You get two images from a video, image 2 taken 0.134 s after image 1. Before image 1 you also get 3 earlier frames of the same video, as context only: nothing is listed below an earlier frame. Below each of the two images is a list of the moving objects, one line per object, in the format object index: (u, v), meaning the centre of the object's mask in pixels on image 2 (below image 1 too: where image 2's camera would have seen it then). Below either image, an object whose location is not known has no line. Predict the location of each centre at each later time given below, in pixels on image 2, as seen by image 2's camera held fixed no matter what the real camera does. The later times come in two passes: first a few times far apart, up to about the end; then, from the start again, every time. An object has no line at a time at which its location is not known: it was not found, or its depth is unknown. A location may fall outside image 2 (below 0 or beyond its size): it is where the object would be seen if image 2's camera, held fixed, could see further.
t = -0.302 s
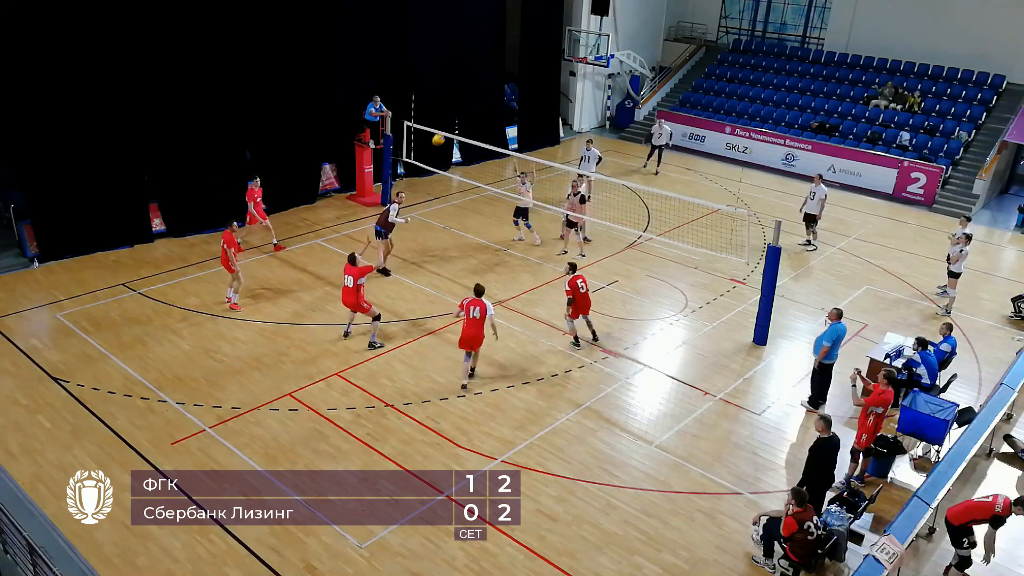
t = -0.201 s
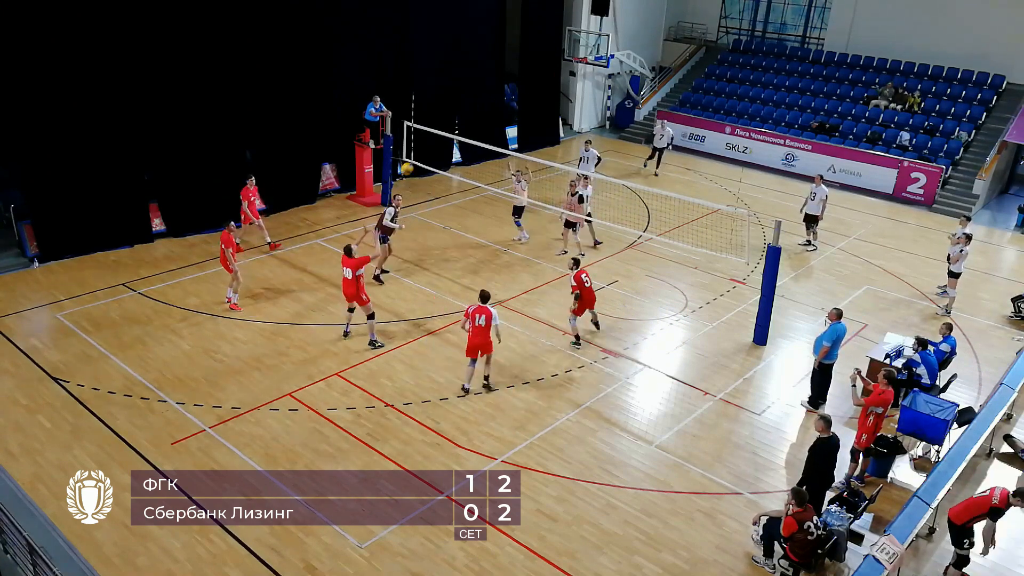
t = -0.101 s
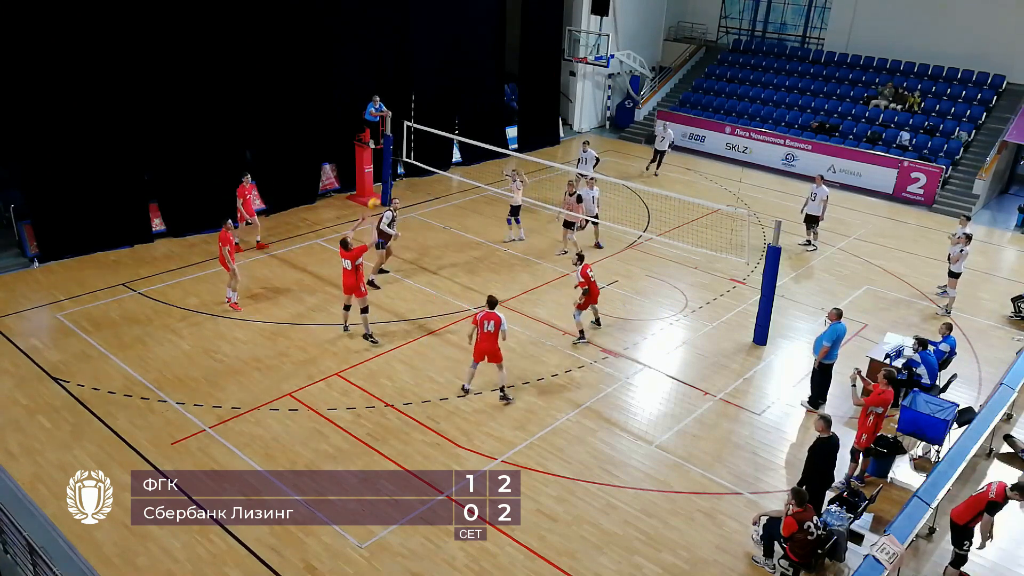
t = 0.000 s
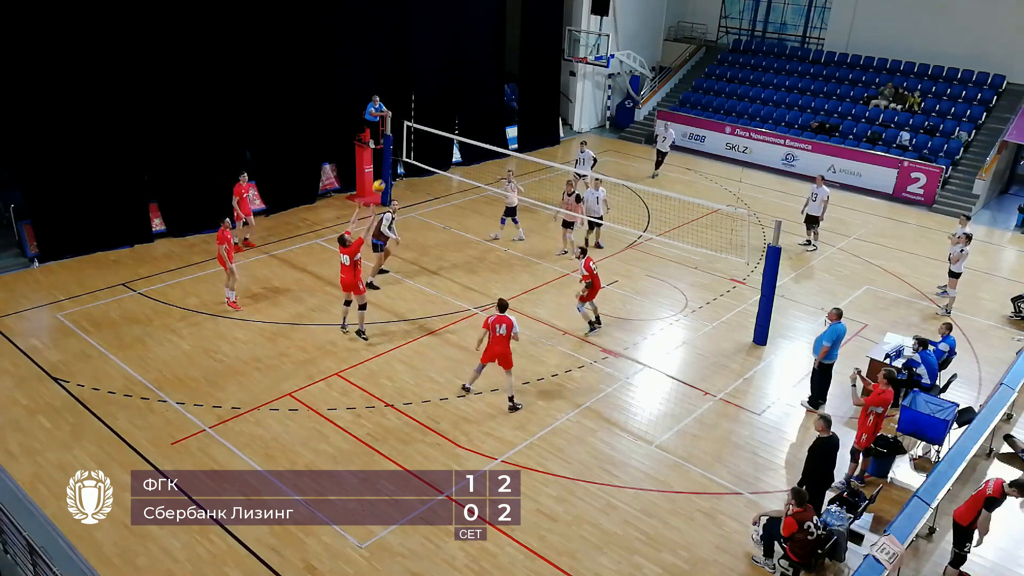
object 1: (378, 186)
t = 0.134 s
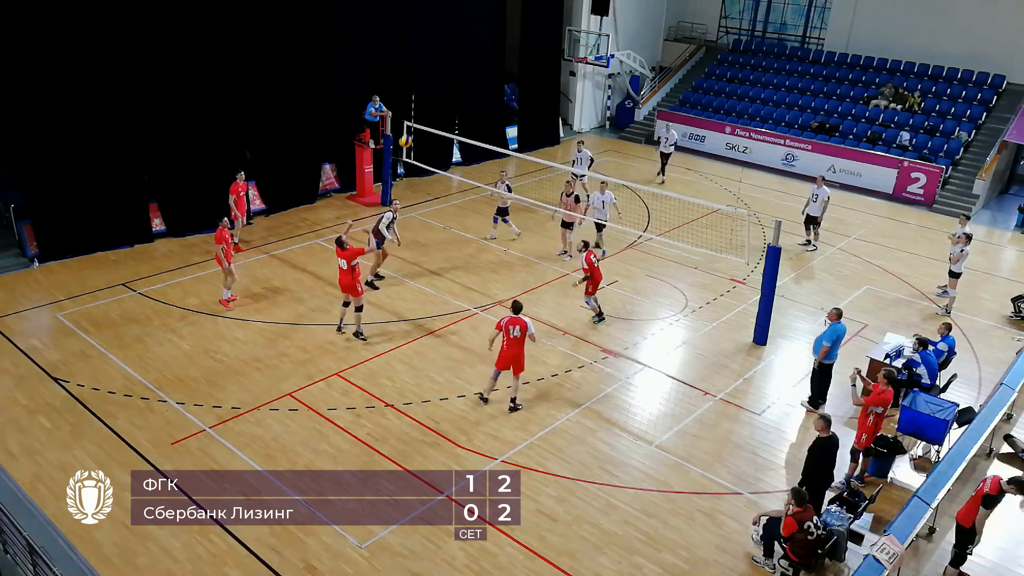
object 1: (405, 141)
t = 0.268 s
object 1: (432, 106)
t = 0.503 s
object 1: (477, 69)
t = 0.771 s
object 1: (525, 68)
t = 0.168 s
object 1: (412, 132)
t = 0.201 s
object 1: (419, 122)
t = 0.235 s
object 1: (425, 114)
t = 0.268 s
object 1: (432, 106)
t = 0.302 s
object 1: (438, 98)
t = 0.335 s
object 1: (445, 92)
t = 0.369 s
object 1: (451, 86)
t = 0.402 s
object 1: (458, 81)
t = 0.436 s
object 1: (464, 76)
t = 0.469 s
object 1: (471, 72)
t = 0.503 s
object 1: (477, 69)
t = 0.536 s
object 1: (483, 67)
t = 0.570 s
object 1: (490, 65)
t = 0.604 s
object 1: (496, 64)
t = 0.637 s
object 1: (502, 64)
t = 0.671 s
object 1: (507, 64)
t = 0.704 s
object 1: (513, 65)
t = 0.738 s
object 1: (519, 66)
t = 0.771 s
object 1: (525, 68)
